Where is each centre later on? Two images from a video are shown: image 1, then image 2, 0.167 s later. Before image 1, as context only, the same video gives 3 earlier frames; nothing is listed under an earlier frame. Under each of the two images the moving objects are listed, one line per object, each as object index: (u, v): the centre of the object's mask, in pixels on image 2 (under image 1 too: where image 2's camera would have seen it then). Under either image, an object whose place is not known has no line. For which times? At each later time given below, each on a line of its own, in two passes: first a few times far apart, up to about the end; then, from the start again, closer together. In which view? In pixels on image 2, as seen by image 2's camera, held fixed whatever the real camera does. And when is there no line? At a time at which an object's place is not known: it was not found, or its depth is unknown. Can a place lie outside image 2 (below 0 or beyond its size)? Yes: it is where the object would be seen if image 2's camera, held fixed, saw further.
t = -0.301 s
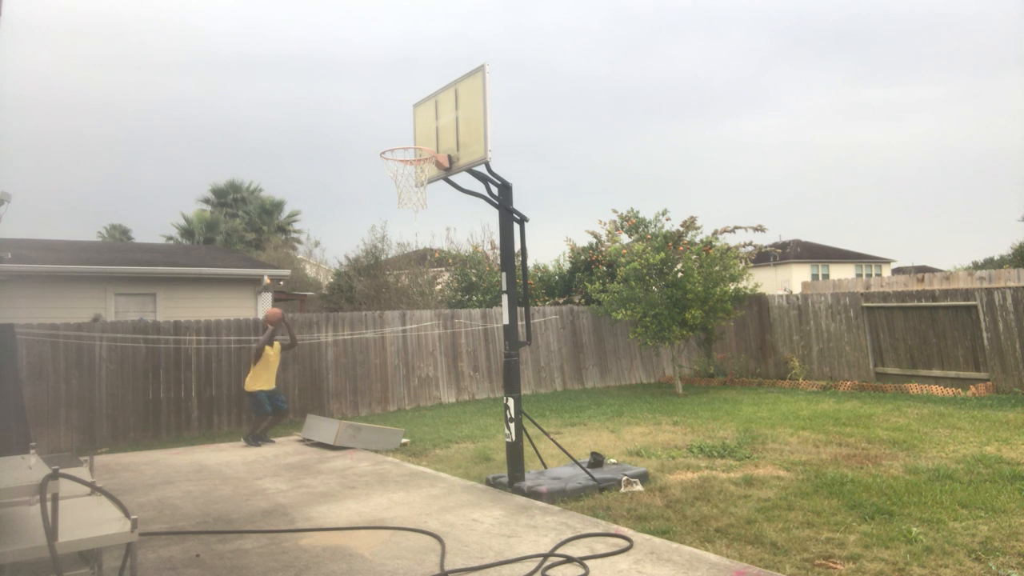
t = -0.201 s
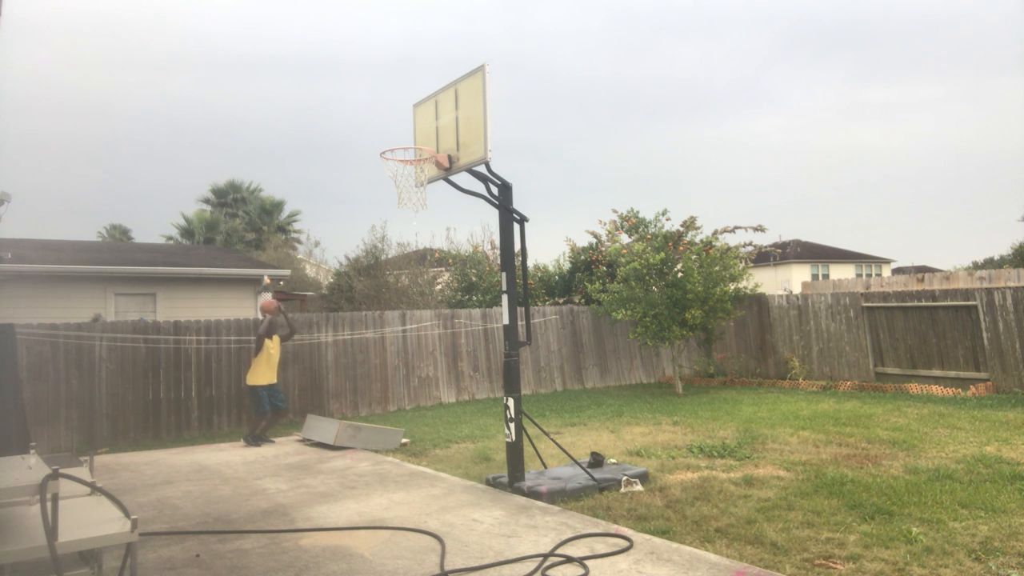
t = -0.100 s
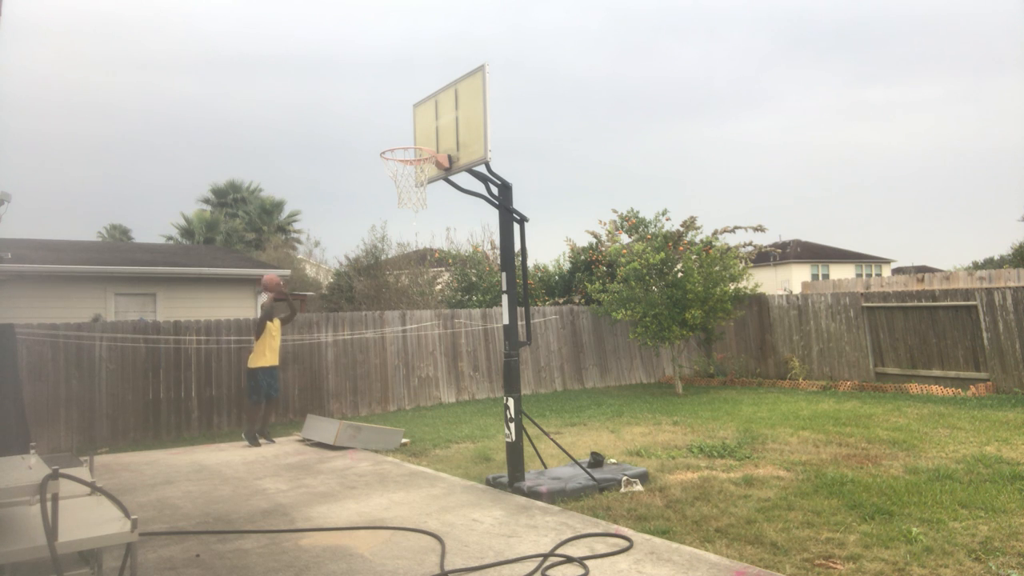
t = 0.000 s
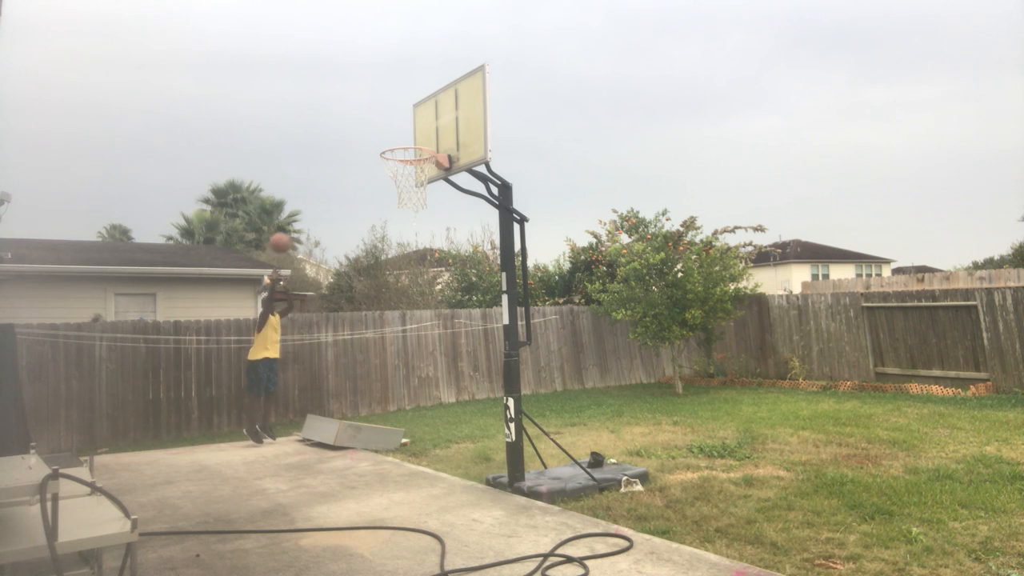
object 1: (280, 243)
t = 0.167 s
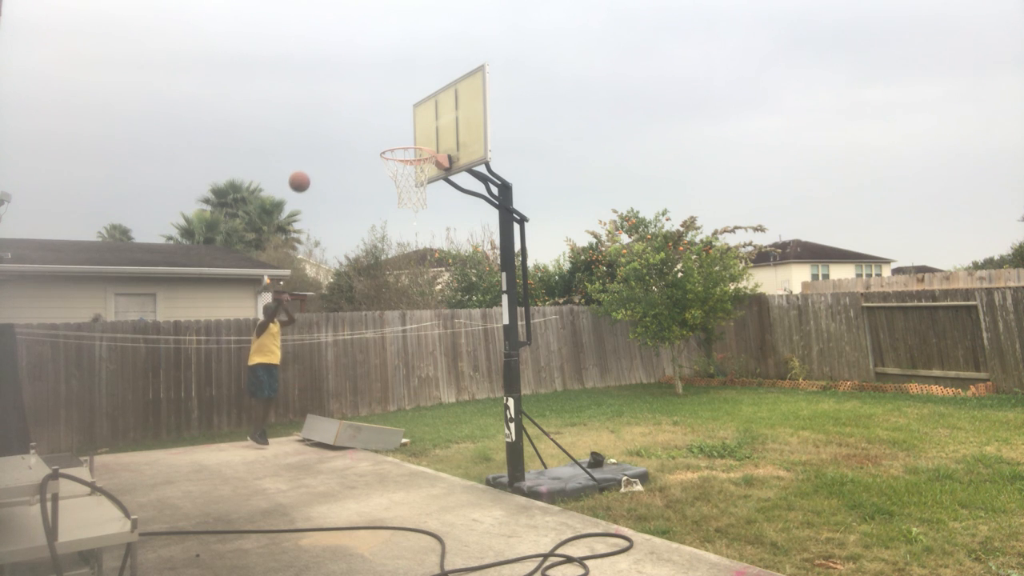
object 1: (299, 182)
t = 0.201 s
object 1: (303, 171)
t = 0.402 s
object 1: (330, 127)
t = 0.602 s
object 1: (362, 116)
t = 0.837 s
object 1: (403, 142)
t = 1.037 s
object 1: (421, 131)
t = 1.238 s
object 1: (434, 129)
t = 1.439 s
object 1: (449, 176)
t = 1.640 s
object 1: (465, 274)
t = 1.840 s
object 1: (483, 429)
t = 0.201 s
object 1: (303, 171)
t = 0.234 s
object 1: (307, 162)
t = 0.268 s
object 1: (311, 153)
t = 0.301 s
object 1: (316, 146)
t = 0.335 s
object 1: (320, 138)
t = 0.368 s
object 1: (325, 132)
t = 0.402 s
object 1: (330, 127)
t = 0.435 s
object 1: (335, 123)
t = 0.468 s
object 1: (340, 119)
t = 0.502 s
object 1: (345, 117)
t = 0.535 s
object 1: (350, 116)
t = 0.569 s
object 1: (356, 115)
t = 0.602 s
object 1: (362, 116)
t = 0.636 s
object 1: (368, 118)
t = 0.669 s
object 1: (374, 122)
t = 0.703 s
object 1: (380, 126)
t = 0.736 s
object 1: (387, 132)
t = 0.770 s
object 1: (393, 138)
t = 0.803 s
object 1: (400, 147)
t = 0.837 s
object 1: (403, 142)
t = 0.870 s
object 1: (406, 139)
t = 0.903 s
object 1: (410, 135)
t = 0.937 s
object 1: (413, 134)
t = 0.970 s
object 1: (416, 134)
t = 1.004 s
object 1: (420, 135)
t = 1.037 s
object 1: (421, 131)
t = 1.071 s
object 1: (423, 127)
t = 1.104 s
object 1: (425, 125)
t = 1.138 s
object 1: (427, 124)
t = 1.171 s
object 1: (429, 124)
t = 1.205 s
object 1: (431, 126)
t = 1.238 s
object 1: (434, 129)
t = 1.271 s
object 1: (436, 133)
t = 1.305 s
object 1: (439, 138)
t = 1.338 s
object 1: (441, 145)
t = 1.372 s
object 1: (444, 154)
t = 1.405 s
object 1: (446, 164)
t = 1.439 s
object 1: (449, 176)
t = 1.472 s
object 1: (451, 188)
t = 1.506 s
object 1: (454, 202)
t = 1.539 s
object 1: (456, 218)
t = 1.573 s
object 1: (459, 235)
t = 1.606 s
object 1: (462, 254)
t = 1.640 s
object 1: (465, 274)
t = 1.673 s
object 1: (467, 295)
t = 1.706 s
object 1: (470, 319)
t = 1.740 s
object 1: (473, 344)
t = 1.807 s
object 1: (479, 399)
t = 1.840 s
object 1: (483, 429)
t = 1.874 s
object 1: (486, 461)
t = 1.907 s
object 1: (489, 495)
